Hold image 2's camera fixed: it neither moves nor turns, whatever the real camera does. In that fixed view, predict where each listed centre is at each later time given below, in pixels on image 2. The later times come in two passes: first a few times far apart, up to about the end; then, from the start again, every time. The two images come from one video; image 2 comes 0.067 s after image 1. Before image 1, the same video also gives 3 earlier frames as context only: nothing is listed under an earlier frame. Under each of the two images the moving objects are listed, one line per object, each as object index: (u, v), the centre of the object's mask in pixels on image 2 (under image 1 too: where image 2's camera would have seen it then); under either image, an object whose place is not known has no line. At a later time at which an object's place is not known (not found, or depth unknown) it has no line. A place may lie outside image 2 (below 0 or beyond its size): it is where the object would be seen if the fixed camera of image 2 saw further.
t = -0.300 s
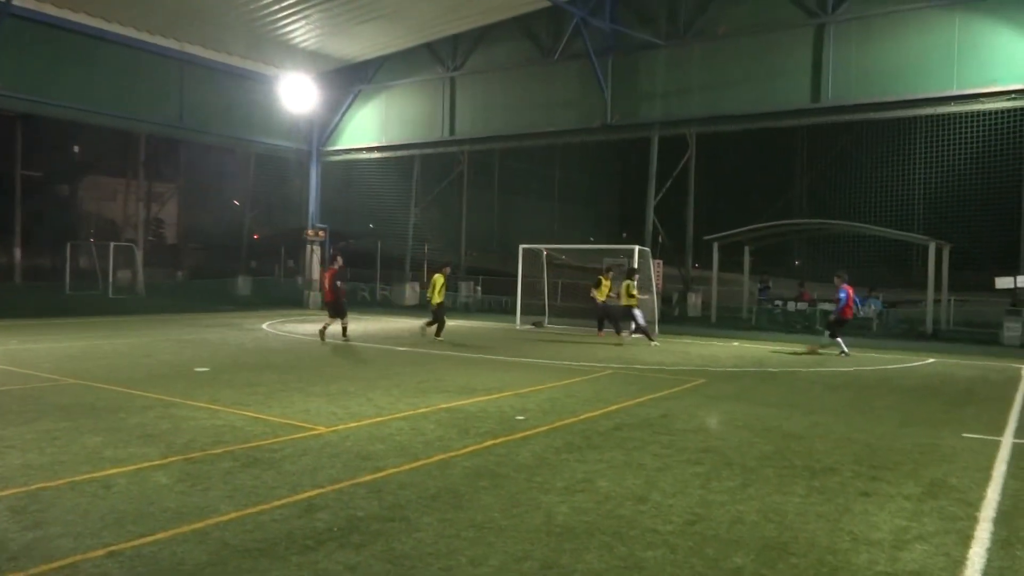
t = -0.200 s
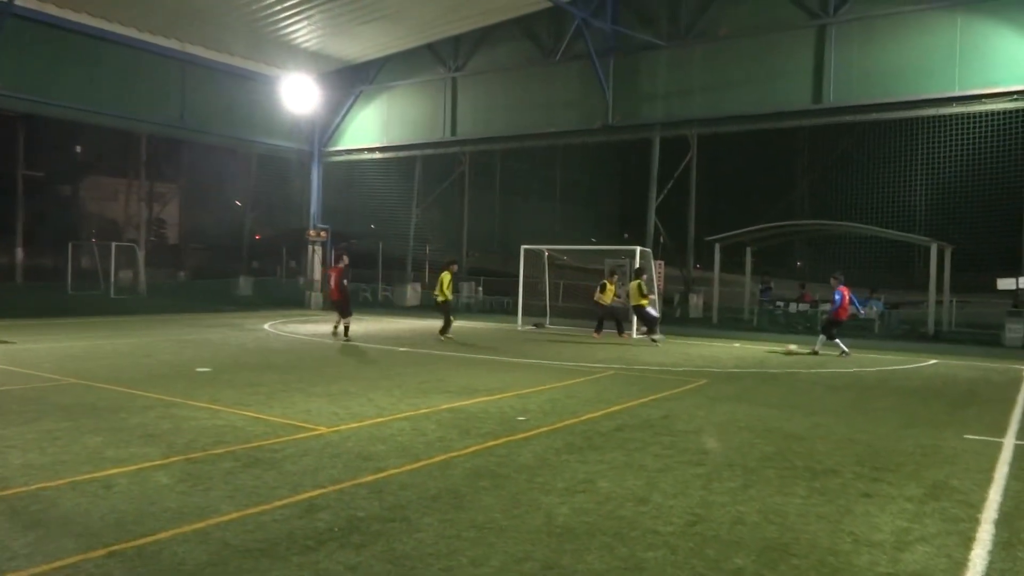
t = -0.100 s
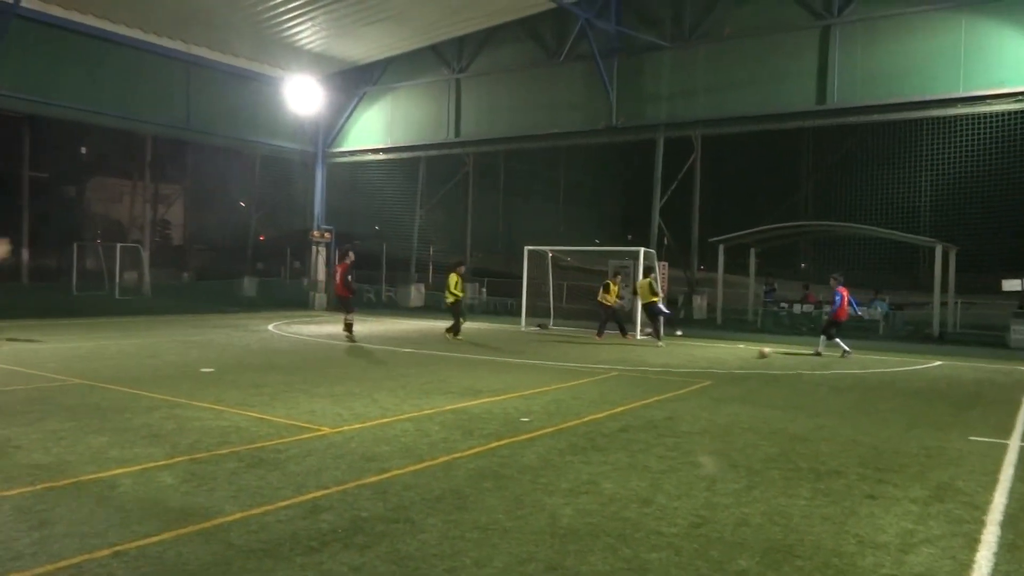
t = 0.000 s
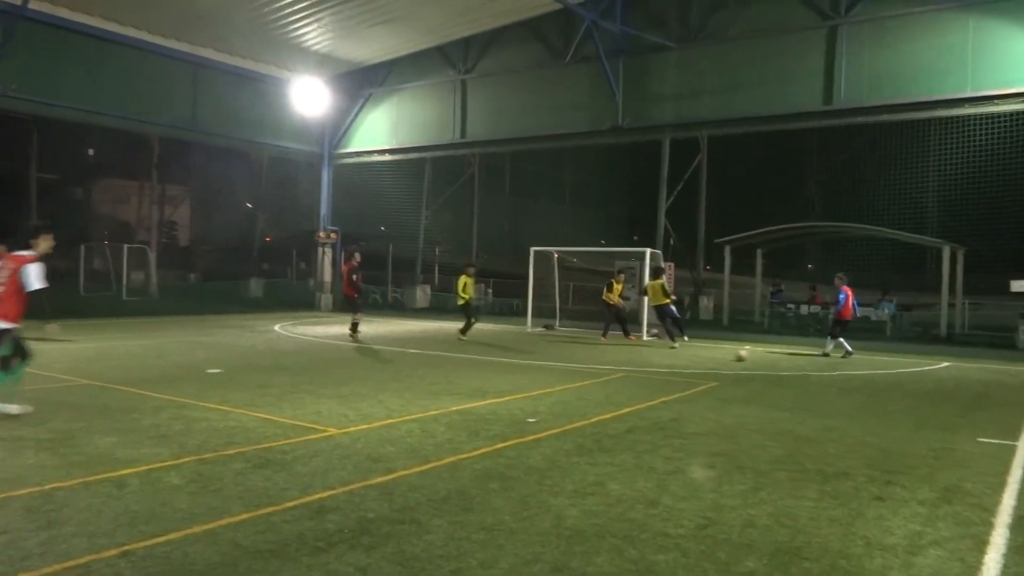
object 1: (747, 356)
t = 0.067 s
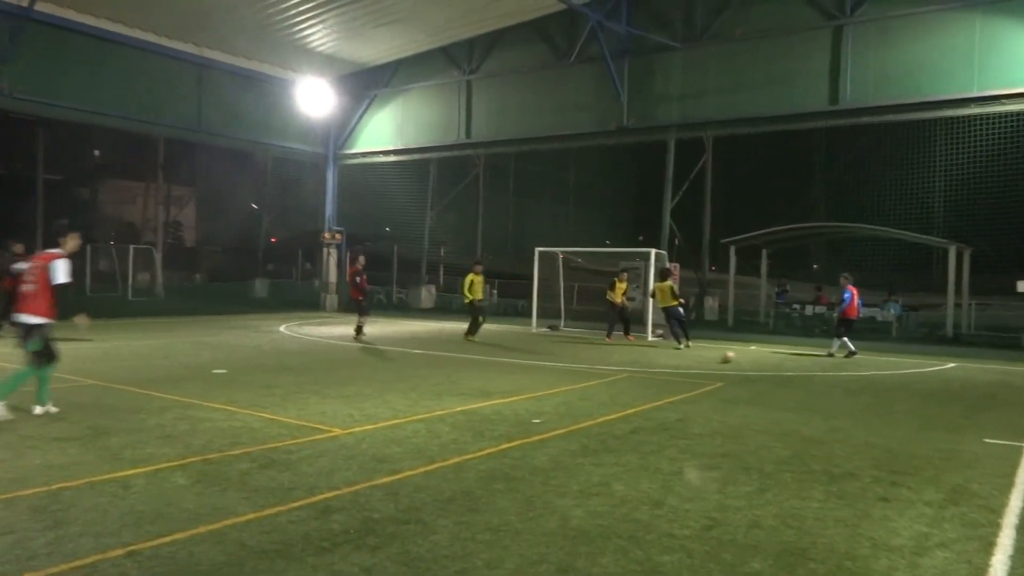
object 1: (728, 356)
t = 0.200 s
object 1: (691, 360)
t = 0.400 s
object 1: (641, 362)
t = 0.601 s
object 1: (594, 365)
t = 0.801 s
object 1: (546, 371)
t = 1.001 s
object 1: (496, 375)
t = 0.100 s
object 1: (718, 358)
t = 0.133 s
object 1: (709, 358)
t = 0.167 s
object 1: (700, 358)
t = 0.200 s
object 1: (691, 360)
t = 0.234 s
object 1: (682, 360)
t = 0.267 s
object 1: (673, 360)
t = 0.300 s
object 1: (666, 360)
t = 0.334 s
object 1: (657, 362)
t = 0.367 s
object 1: (648, 362)
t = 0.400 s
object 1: (641, 362)
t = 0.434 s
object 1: (634, 362)
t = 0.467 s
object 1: (627, 362)
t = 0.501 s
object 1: (618, 363)
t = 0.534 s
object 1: (611, 365)
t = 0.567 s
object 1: (602, 365)
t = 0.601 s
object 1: (594, 365)
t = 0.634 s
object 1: (587, 366)
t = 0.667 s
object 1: (579, 368)
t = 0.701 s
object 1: (570, 369)
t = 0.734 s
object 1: (562, 369)
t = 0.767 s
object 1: (555, 370)
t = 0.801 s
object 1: (546, 371)
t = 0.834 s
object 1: (538, 371)
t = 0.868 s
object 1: (530, 372)
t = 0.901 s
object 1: (521, 373)
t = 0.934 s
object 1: (513, 373)
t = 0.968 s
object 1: (504, 374)
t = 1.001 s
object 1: (496, 375)
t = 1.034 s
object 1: (487, 375)
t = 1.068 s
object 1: (478, 375)
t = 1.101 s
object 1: (470, 376)
